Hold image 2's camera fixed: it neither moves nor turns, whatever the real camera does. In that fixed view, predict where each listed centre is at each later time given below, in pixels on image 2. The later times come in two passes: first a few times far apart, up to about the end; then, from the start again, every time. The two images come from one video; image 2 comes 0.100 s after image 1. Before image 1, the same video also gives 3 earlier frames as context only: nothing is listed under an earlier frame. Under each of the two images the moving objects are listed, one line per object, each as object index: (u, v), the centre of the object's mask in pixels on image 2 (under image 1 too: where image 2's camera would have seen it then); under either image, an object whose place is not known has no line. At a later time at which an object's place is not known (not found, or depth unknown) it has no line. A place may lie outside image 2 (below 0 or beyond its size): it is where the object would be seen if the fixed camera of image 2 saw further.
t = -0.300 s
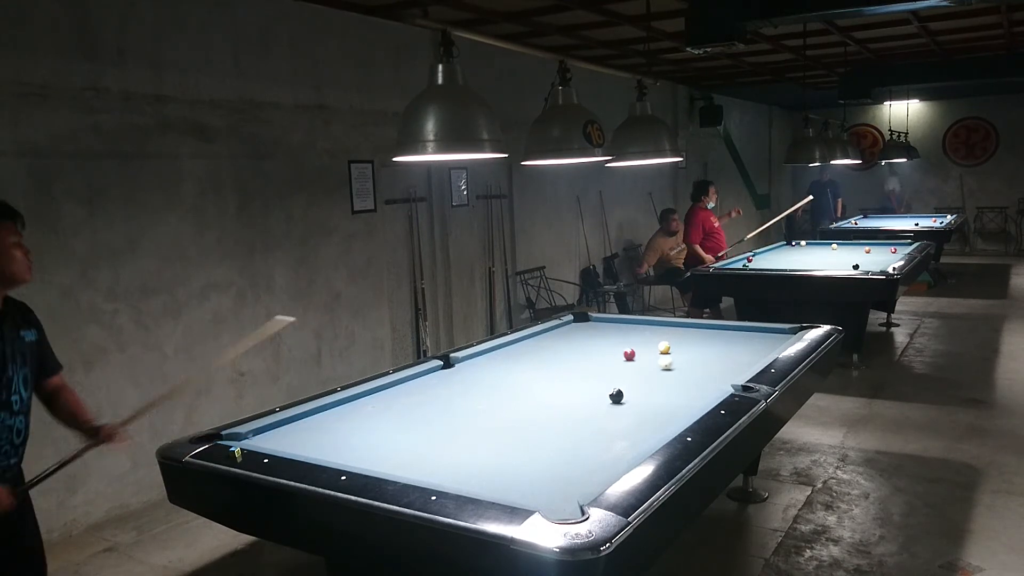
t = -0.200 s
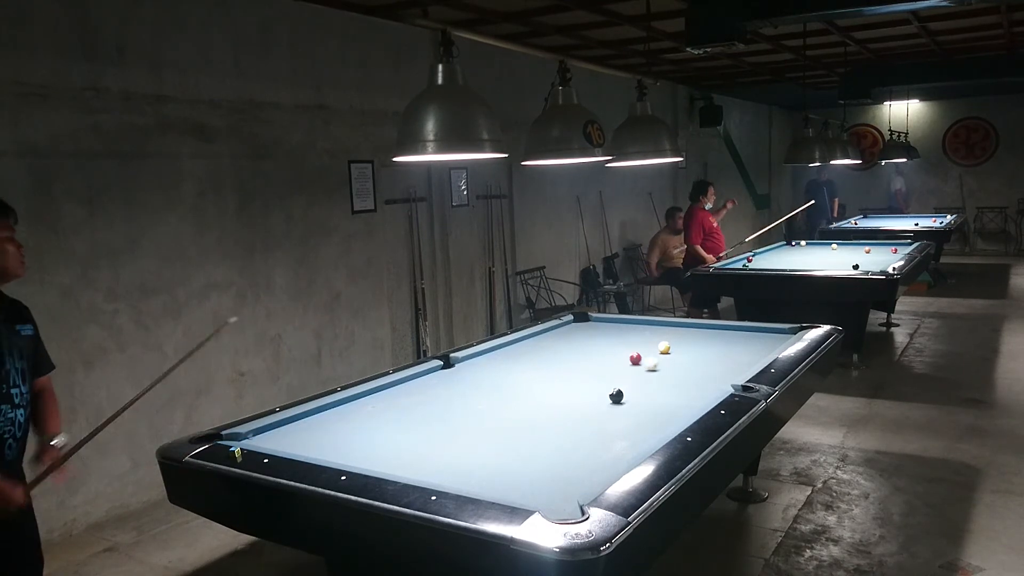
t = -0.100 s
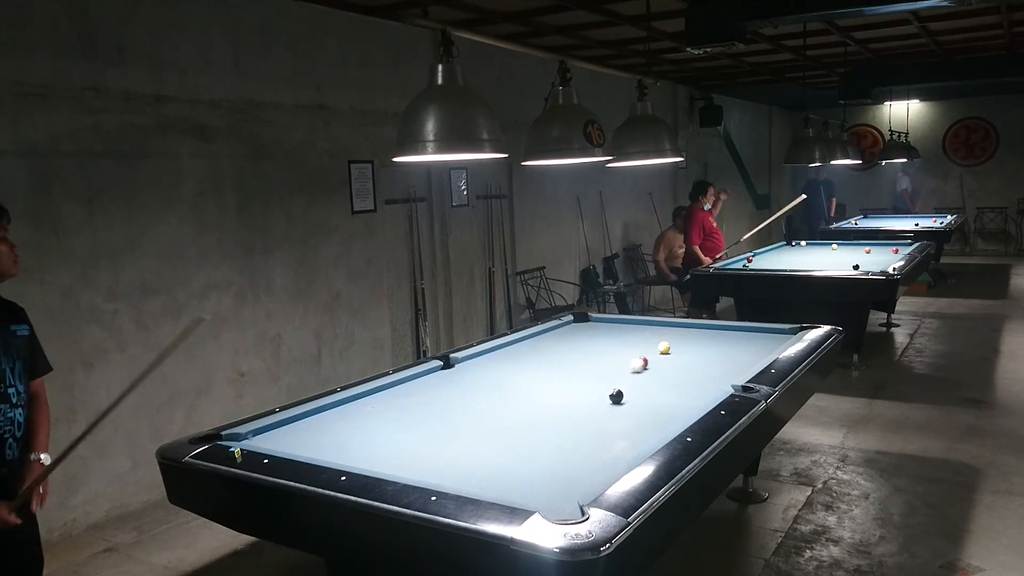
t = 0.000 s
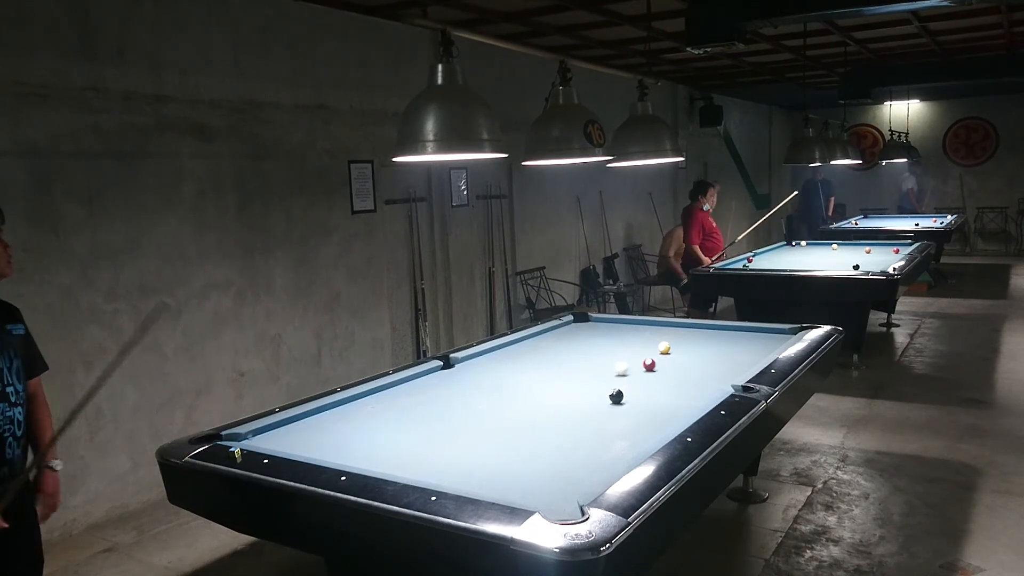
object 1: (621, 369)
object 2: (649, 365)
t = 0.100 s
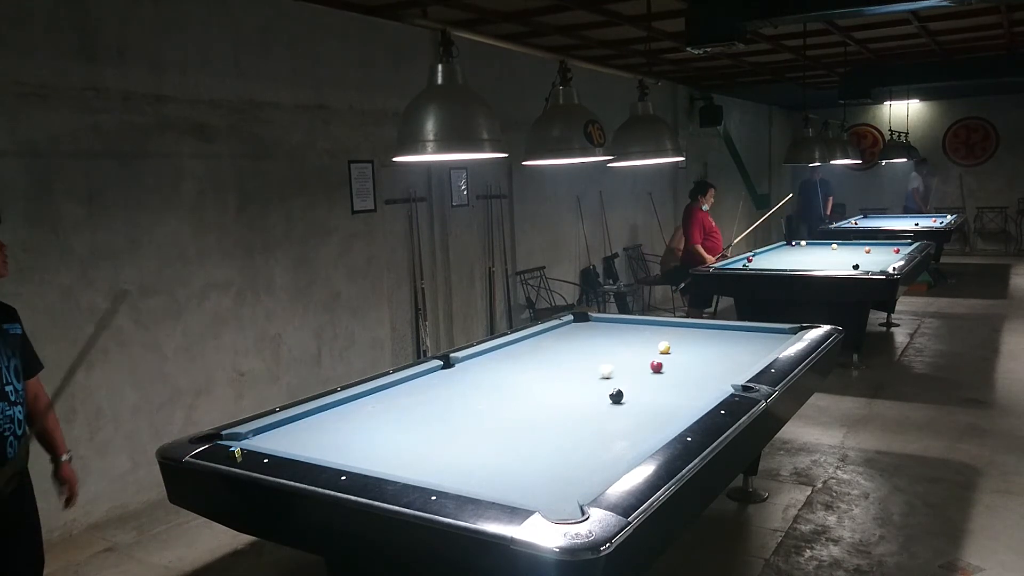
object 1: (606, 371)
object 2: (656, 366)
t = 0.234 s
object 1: (585, 376)
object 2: (666, 369)
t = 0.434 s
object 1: (553, 382)
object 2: (681, 373)
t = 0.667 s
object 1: (515, 389)
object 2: (698, 378)
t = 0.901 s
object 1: (476, 396)
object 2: (716, 382)
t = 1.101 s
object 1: (441, 403)
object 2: (721, 384)
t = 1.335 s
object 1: (400, 410)
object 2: (713, 383)
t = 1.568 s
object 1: (357, 419)
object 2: (706, 381)
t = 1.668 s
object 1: (339, 422)
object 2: (703, 381)
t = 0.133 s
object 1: (601, 373)
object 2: (658, 367)
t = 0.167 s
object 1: (596, 374)
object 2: (661, 368)
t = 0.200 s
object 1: (590, 375)
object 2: (663, 369)
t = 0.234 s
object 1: (585, 376)
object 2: (666, 369)
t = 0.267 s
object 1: (580, 377)
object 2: (668, 370)
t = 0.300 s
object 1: (575, 377)
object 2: (671, 370)
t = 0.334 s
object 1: (569, 379)
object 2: (673, 371)
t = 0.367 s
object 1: (564, 380)
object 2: (675, 372)
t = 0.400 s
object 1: (558, 382)
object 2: (678, 373)
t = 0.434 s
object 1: (553, 382)
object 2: (681, 373)
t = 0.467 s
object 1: (548, 383)
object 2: (683, 374)
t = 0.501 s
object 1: (542, 384)
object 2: (685, 374)
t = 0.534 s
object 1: (537, 385)
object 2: (688, 375)
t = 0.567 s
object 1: (532, 386)
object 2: (691, 376)
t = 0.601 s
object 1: (526, 387)
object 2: (693, 376)
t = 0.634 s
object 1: (520, 388)
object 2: (695, 377)
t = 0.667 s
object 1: (515, 389)
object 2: (698, 378)
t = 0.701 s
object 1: (509, 390)
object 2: (700, 378)
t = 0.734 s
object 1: (504, 391)
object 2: (703, 379)
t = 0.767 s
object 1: (498, 392)
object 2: (706, 380)
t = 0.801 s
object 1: (492, 393)
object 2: (708, 381)
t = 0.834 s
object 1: (486, 395)
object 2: (711, 381)
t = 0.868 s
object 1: (481, 395)
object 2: (713, 382)
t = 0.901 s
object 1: (476, 396)
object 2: (716, 382)
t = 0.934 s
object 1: (470, 397)
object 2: (718, 383)
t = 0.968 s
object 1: (464, 398)
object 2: (721, 383)
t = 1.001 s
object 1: (458, 400)
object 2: (723, 384)
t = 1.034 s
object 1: (452, 401)
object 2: (724, 384)
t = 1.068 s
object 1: (447, 401)
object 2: (723, 384)
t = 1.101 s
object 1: (441, 403)
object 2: (721, 384)
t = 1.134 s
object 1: (435, 404)
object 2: (720, 384)
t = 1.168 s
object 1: (429, 405)
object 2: (719, 384)
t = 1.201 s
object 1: (423, 406)
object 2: (718, 384)
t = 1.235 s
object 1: (417, 407)
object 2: (717, 383)
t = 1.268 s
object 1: (412, 408)
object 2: (715, 383)
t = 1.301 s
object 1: (406, 409)
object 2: (714, 383)
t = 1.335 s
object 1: (400, 410)
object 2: (713, 383)
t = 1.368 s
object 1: (394, 412)
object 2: (712, 383)
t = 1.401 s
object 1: (388, 413)
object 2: (711, 382)
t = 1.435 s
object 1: (382, 414)
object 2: (710, 382)
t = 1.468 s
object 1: (375, 415)
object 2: (709, 382)
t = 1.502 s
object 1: (370, 416)
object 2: (708, 382)
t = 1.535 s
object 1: (363, 417)
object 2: (707, 381)
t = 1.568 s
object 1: (357, 419)
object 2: (706, 381)
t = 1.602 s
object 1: (351, 420)
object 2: (705, 381)
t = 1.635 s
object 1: (345, 421)
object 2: (704, 381)
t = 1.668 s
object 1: (339, 422)
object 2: (703, 381)
